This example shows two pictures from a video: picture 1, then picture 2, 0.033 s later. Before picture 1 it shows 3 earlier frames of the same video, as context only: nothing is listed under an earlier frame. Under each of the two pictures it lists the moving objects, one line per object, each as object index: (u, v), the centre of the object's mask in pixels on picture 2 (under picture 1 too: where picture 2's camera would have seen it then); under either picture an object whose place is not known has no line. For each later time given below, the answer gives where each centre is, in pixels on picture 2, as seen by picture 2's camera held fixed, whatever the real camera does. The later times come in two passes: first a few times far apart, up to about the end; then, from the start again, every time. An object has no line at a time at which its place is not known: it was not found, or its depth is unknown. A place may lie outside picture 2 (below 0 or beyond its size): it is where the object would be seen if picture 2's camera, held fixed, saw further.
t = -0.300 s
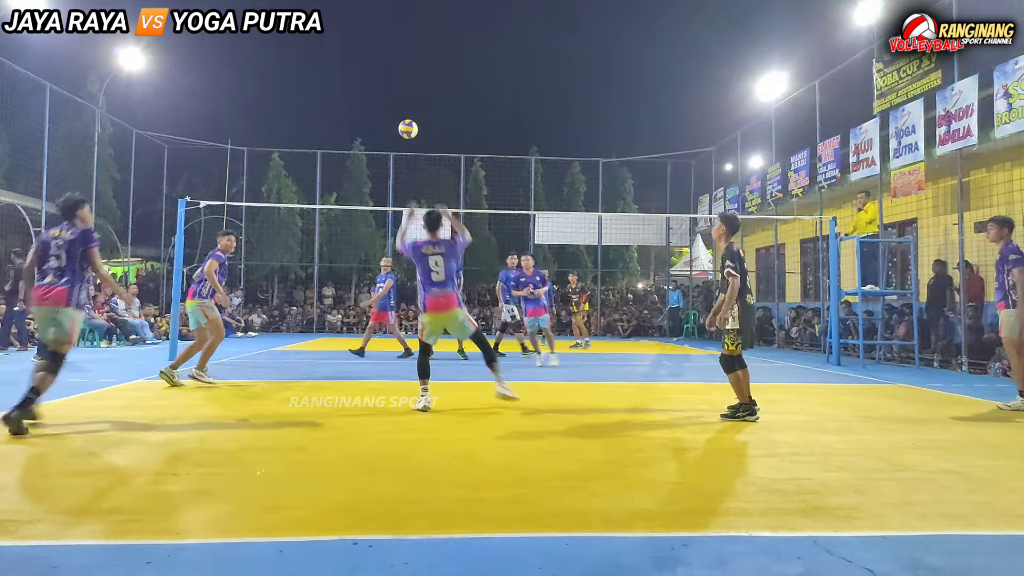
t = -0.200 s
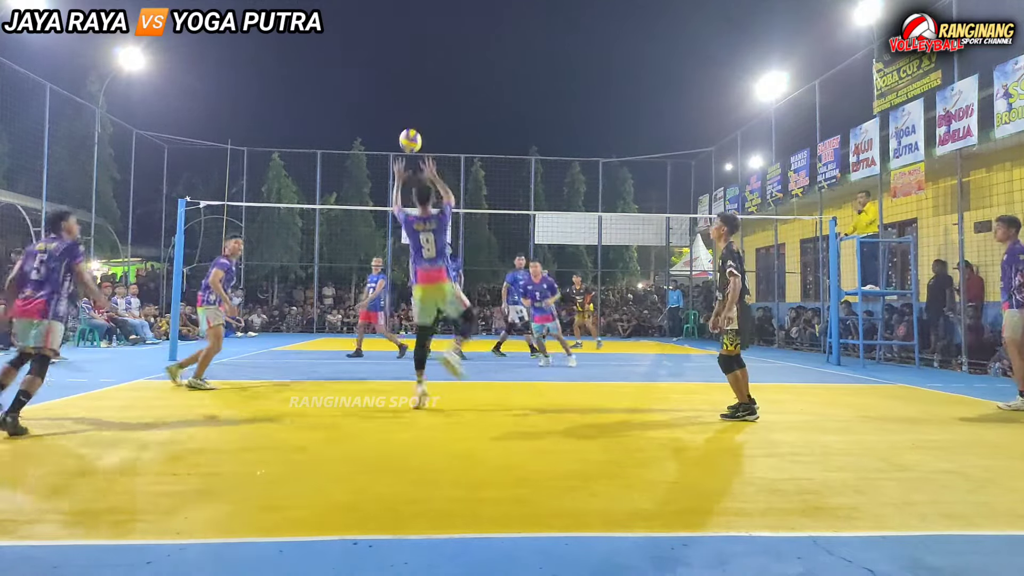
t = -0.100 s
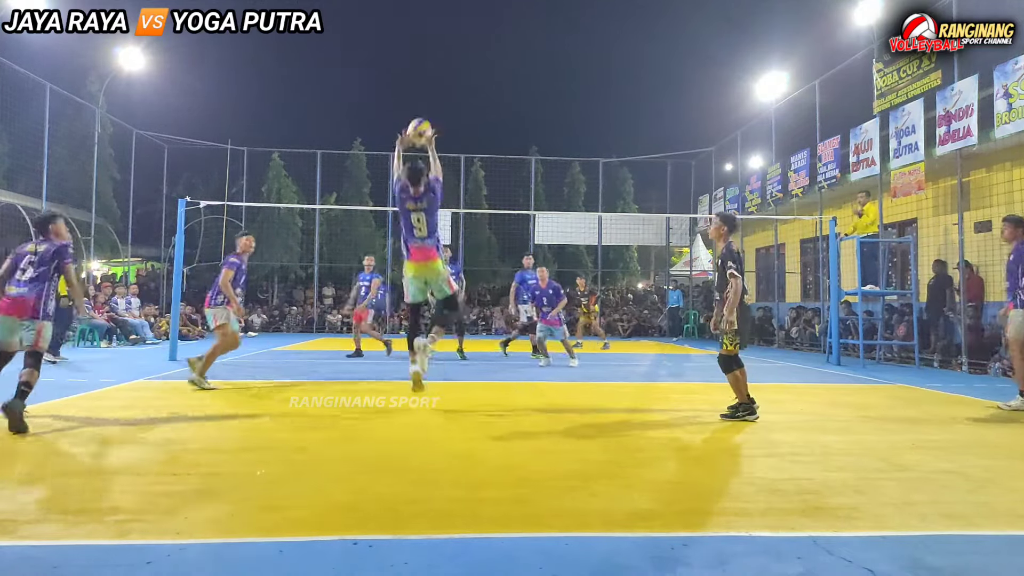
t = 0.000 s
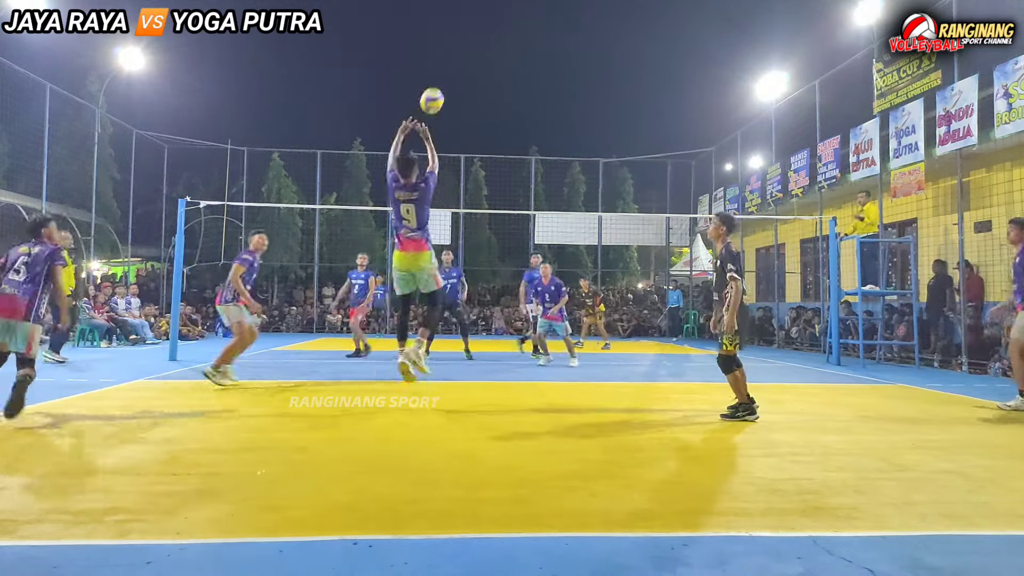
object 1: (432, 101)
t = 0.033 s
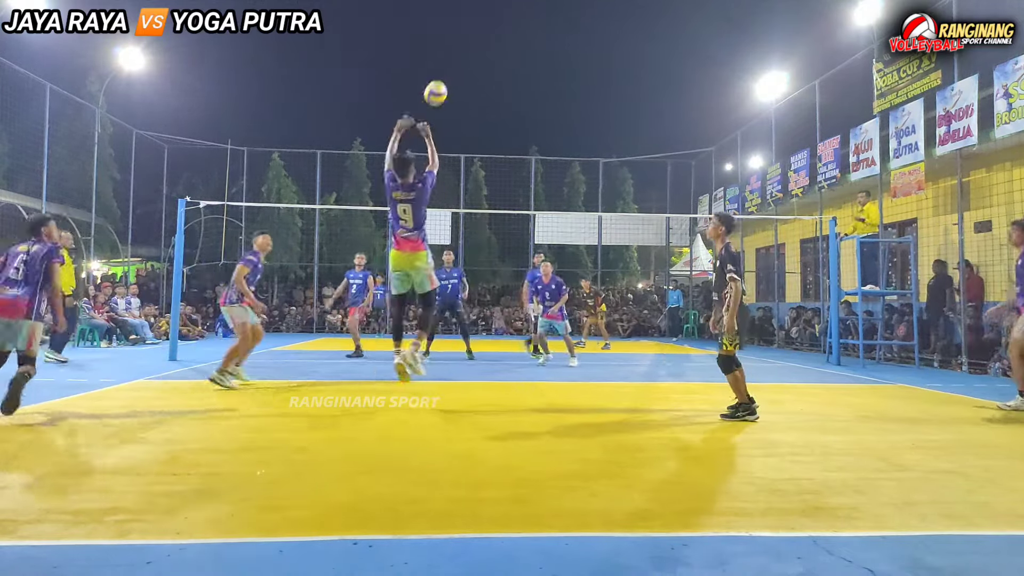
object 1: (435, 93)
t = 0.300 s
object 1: (461, 74)
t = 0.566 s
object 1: (480, 115)
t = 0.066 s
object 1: (439, 86)
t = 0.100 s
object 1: (443, 81)
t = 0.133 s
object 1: (446, 78)
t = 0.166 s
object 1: (450, 75)
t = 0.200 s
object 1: (453, 73)
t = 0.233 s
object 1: (456, 73)
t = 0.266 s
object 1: (459, 73)
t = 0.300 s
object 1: (461, 74)
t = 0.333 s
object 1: (464, 77)
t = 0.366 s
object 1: (466, 80)
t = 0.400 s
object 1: (469, 84)
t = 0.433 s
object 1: (471, 88)
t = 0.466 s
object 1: (474, 94)
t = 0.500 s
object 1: (476, 100)
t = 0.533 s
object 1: (478, 107)
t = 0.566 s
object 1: (480, 115)
